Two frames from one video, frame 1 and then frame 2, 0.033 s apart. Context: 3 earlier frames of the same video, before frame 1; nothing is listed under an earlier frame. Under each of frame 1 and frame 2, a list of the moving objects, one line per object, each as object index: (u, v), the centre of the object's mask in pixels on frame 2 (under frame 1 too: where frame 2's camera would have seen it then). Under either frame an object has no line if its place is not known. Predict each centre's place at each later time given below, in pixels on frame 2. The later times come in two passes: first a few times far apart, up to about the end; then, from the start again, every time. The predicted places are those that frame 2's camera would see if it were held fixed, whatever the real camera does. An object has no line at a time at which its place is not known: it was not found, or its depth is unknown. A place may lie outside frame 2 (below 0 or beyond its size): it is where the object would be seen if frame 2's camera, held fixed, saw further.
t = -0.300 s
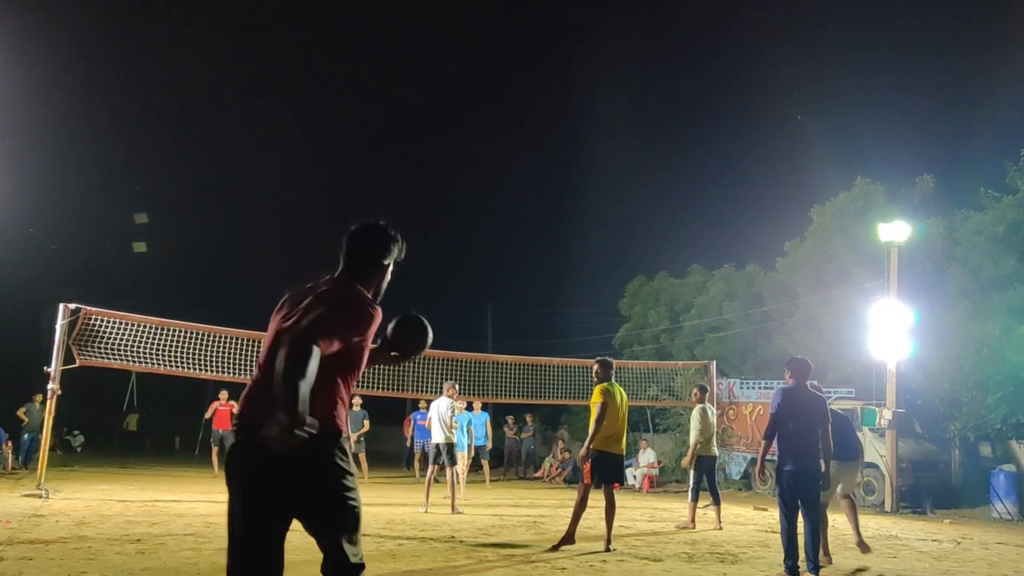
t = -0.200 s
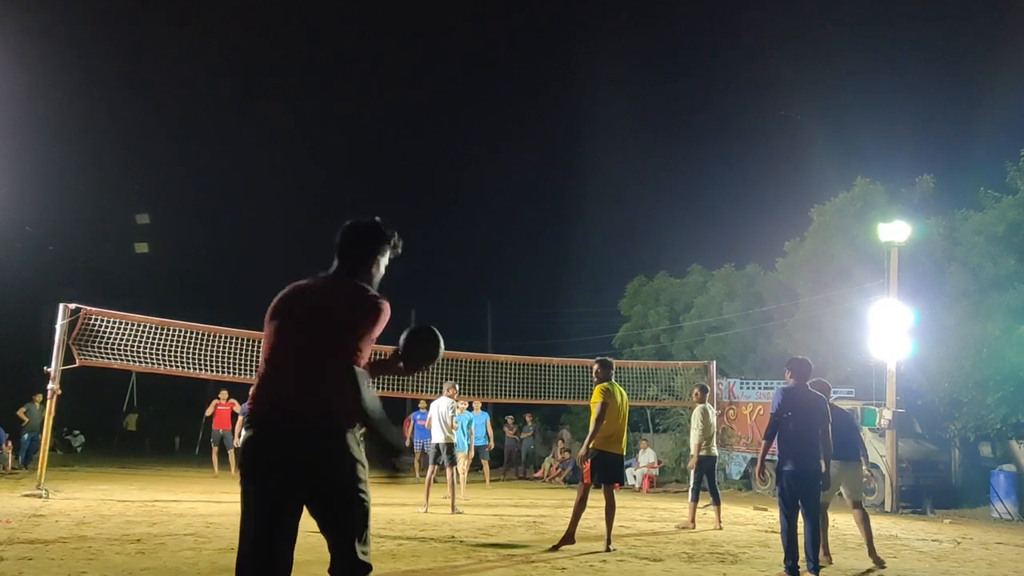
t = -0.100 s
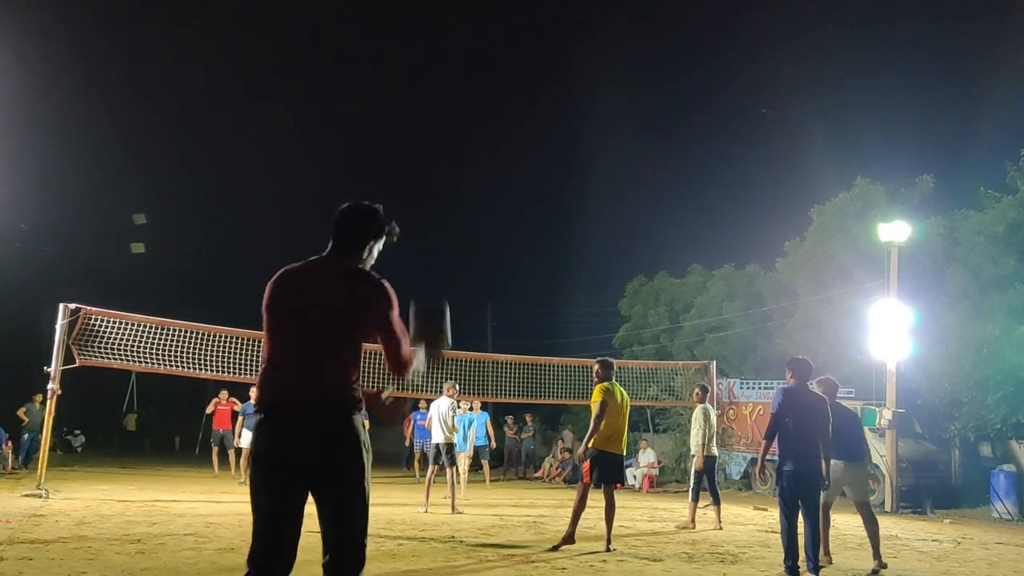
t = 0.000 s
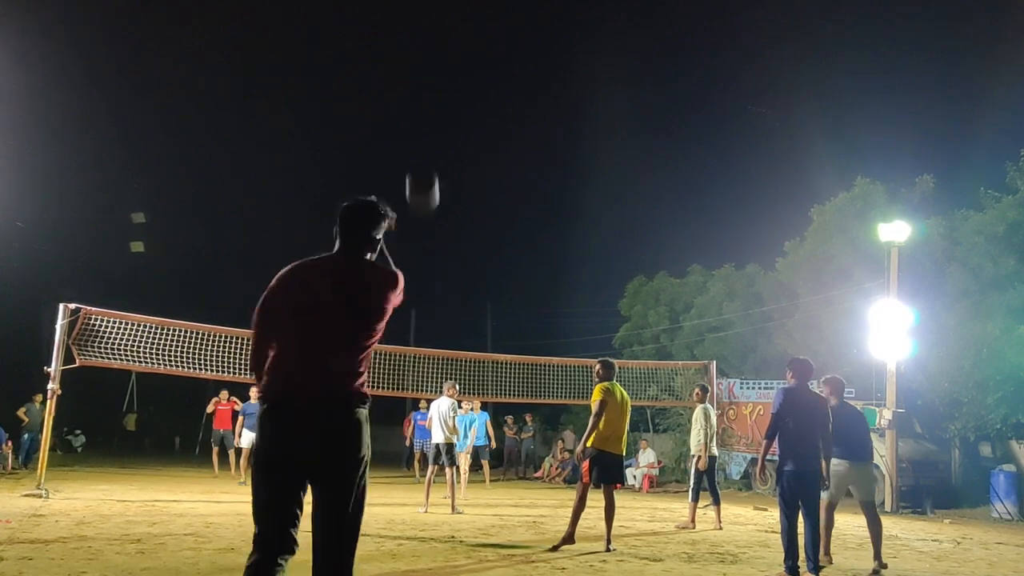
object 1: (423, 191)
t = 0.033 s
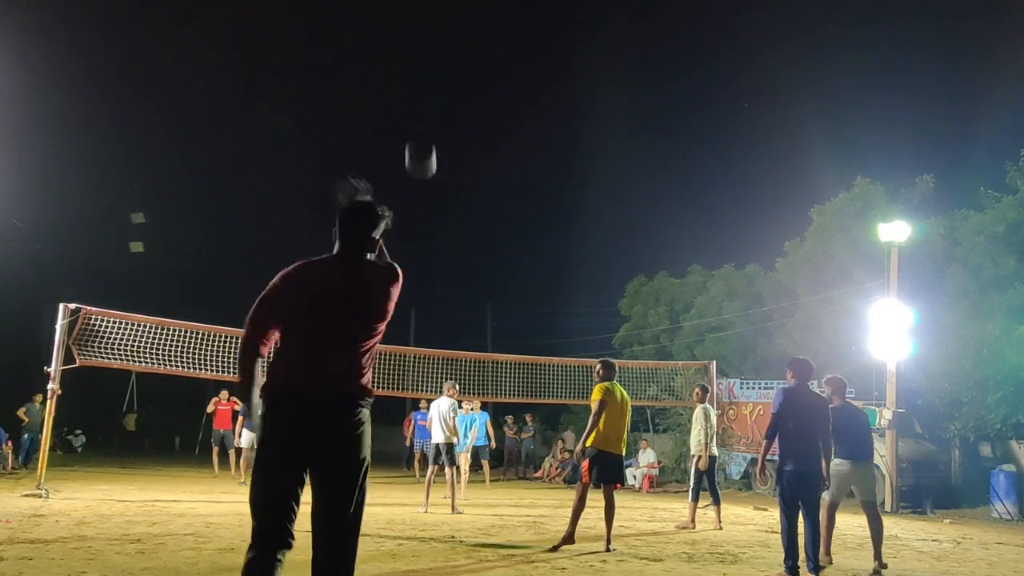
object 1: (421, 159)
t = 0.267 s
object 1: (411, 48)
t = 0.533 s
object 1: (401, 34)
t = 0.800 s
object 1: (392, 69)
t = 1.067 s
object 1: (383, 132)
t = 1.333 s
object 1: (374, 212)
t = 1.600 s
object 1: (365, 305)
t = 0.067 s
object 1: (419, 133)
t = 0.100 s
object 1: (418, 112)
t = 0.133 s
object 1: (416, 93)
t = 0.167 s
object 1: (415, 78)
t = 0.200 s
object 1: (414, 65)
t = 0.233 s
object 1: (413, 56)
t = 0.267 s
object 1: (411, 48)
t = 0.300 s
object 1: (410, 42)
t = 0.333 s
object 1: (409, 37)
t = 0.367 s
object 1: (407, 34)
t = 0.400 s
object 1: (406, 32)
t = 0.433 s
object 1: (405, 31)
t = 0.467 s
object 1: (403, 31)
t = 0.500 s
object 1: (402, 32)
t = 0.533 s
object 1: (401, 34)
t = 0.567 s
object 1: (399, 36)
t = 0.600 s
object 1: (398, 39)
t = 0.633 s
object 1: (397, 43)
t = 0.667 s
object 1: (396, 47)
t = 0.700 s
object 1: (395, 52)
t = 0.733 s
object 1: (394, 57)
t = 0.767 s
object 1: (393, 63)
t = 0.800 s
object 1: (392, 69)
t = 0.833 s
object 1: (391, 75)
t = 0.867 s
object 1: (389, 82)
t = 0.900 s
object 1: (388, 90)
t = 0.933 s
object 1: (387, 98)
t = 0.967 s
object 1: (386, 106)
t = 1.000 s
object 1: (385, 114)
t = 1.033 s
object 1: (384, 123)
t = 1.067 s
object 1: (383, 132)
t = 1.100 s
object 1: (382, 141)
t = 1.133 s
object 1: (381, 150)
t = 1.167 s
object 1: (379, 160)
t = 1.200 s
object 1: (378, 170)
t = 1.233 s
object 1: (378, 180)
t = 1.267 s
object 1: (376, 191)
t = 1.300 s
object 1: (375, 201)
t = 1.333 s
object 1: (374, 212)
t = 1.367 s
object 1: (373, 223)
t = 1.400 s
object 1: (372, 234)
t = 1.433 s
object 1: (371, 246)
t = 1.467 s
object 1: (370, 257)
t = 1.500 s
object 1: (368, 269)
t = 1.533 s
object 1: (367, 281)
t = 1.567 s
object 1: (366, 293)
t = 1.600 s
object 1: (365, 305)
